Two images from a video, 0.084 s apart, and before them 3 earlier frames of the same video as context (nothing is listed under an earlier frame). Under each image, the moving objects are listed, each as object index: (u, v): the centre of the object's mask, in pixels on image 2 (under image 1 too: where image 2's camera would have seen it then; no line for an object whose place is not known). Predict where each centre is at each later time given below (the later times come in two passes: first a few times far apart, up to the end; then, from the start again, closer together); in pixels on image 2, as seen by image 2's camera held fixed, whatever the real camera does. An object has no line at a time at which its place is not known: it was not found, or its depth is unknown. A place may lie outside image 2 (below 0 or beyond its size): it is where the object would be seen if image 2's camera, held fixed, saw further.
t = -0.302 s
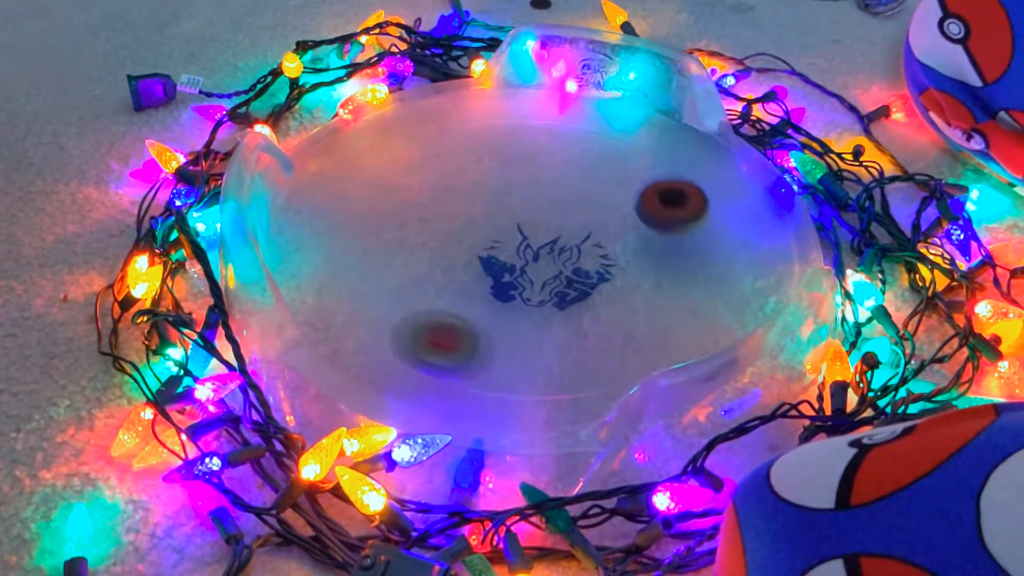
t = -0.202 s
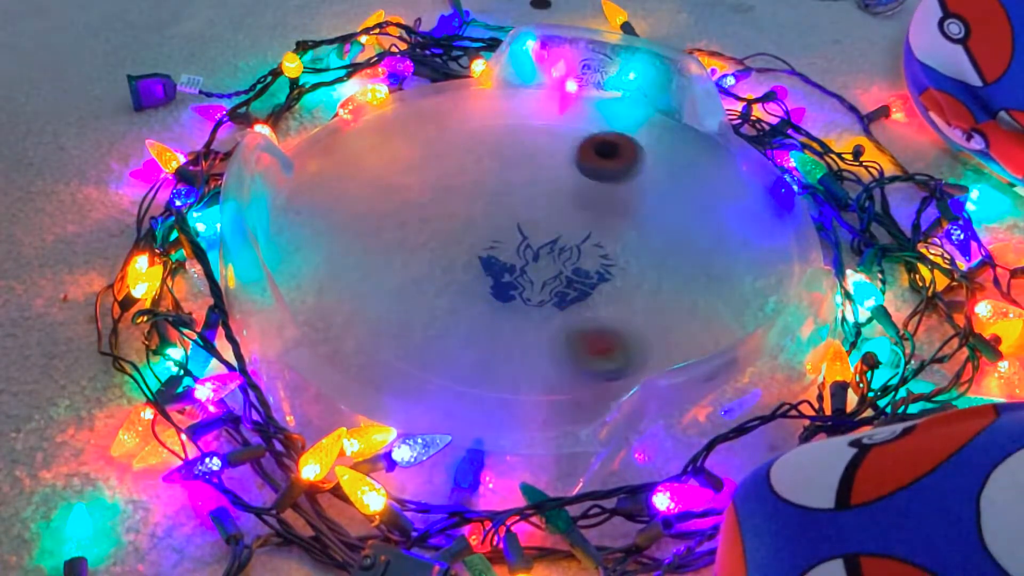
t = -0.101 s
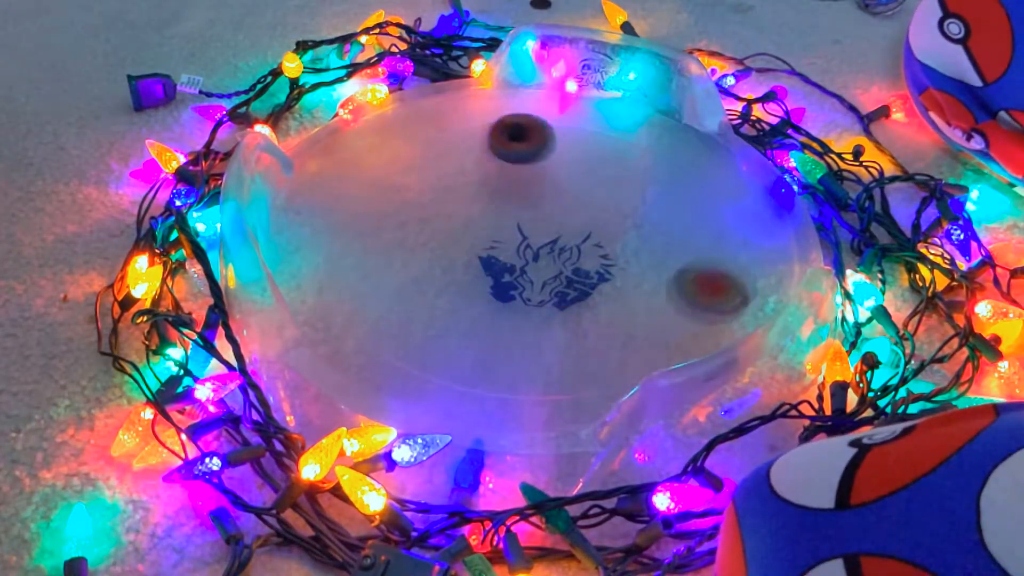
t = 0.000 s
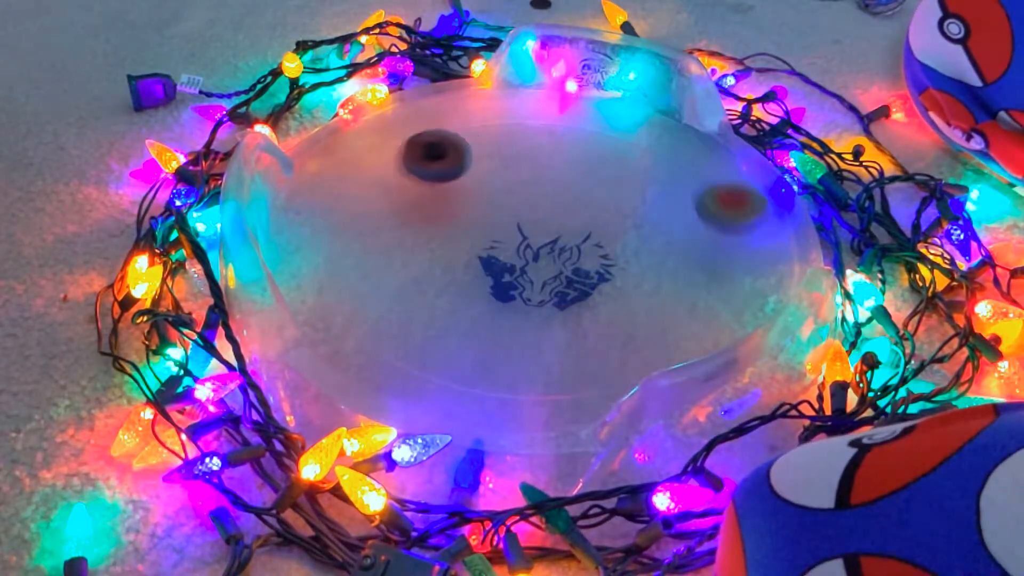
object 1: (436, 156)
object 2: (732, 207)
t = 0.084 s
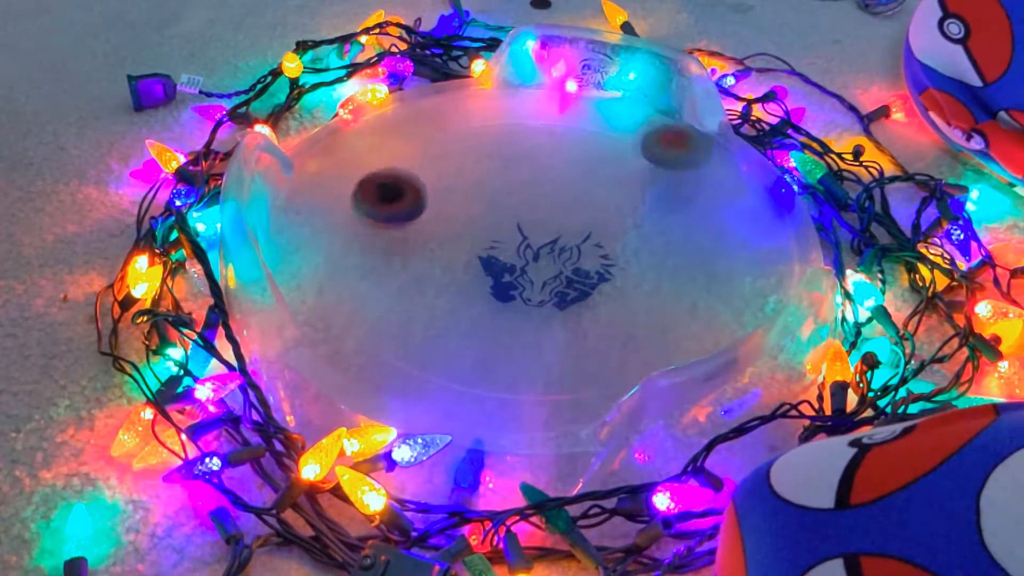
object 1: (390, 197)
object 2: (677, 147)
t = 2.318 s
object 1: (651, 258)
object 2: (378, 177)
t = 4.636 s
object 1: (478, 222)
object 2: (491, 361)
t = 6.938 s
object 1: (502, 254)
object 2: (706, 278)
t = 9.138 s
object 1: (519, 259)
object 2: (706, 249)
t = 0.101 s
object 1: (385, 207)
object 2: (662, 138)
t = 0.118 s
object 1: (381, 219)
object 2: (644, 129)
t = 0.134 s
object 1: (380, 229)
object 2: (623, 122)
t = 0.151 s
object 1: (381, 241)
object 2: (603, 116)
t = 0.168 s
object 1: (384, 252)
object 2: (582, 112)
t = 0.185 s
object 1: (389, 264)
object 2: (560, 108)
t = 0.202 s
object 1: (397, 275)
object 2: (537, 106)
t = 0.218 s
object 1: (406, 285)
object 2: (516, 106)
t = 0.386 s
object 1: (569, 323)
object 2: (351, 172)
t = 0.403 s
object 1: (585, 320)
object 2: (345, 184)
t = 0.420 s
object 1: (600, 314)
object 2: (340, 197)
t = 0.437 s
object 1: (614, 308)
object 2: (336, 210)
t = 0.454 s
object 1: (627, 301)
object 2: (336, 223)
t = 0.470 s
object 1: (637, 292)
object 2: (337, 237)
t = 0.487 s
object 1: (646, 283)
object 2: (341, 251)
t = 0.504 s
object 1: (654, 274)
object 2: (349, 265)
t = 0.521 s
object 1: (659, 264)
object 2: (358, 279)
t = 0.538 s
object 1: (662, 253)
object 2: (371, 292)
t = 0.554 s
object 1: (664, 243)
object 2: (386, 304)
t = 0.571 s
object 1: (665, 234)
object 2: (404, 315)
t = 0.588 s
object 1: (663, 223)
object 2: (423, 325)
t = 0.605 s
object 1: (659, 214)
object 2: (445, 334)
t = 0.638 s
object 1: (647, 194)
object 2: (494, 346)
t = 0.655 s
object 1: (639, 186)
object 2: (520, 351)
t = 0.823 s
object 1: (515, 144)
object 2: (728, 282)
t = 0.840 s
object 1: (502, 145)
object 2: (738, 268)
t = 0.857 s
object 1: (489, 147)
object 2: (739, 254)
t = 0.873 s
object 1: (476, 150)
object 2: (738, 240)
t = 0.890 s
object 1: (464, 154)
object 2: (738, 225)
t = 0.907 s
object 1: (453, 159)
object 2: (733, 211)
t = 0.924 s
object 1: (443, 165)
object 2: (726, 196)
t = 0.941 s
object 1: (434, 171)
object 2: (718, 185)
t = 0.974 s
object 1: (419, 186)
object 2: (695, 161)
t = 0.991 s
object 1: (412, 195)
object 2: (680, 151)
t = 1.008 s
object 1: (408, 205)
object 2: (665, 141)
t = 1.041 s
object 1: (404, 224)
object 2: (634, 126)
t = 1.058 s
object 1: (404, 233)
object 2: (616, 120)
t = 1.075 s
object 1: (406, 244)
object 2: (598, 115)
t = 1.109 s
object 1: (416, 263)
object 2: (560, 109)
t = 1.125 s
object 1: (423, 272)
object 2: (542, 107)
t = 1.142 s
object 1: (433, 281)
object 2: (524, 106)
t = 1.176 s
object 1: (456, 296)
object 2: (488, 109)
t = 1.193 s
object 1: (471, 303)
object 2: (471, 111)
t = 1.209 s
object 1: (485, 307)
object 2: (454, 115)
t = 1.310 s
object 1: (581, 309)
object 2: (381, 153)
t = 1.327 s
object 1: (596, 305)
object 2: (372, 164)
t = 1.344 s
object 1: (610, 300)
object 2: (366, 176)
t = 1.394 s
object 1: (642, 279)
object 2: (354, 217)
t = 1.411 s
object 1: (649, 270)
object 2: (354, 231)
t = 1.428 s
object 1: (654, 261)
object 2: (357, 245)
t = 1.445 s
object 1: (658, 251)
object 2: (362, 260)
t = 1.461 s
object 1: (660, 242)
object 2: (370, 274)
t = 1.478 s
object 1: (661, 232)
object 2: (380, 287)
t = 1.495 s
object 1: (659, 222)
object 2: (394, 300)
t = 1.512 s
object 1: (656, 214)
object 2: (410, 312)
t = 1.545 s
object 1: (646, 196)
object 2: (448, 332)
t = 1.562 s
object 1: (639, 189)
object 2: (469, 340)
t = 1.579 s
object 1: (630, 182)
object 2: (494, 347)
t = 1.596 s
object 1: (621, 175)
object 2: (518, 351)
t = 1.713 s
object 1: (537, 153)
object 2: (682, 330)
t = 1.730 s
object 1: (524, 153)
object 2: (701, 321)
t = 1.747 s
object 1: (511, 155)
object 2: (712, 307)
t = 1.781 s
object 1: (488, 160)
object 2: (730, 280)
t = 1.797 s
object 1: (476, 164)
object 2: (738, 266)
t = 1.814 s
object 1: (466, 169)
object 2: (739, 251)
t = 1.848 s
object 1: (449, 182)
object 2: (736, 224)
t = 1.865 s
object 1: (442, 189)
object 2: (731, 211)
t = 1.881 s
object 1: (436, 197)
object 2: (726, 199)
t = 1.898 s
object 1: (432, 205)
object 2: (720, 187)
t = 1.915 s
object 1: (428, 213)
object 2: (709, 177)
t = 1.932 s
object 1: (426, 223)
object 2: (699, 168)
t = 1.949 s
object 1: (426, 232)
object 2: (688, 159)
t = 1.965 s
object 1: (427, 242)
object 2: (678, 151)
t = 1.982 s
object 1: (429, 250)
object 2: (667, 144)
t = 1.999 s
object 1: (434, 260)
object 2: (655, 137)
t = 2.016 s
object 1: (441, 269)
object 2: (642, 131)
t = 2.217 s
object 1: (601, 299)
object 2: (455, 122)
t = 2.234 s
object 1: (613, 294)
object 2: (440, 128)
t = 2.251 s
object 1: (624, 288)
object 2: (426, 135)
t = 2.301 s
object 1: (647, 266)
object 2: (388, 164)
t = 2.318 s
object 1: (651, 258)
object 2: (378, 177)
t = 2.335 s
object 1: (654, 249)
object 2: (370, 190)
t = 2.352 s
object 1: (655, 241)
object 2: (364, 204)
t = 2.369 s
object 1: (654, 233)
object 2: (360, 217)
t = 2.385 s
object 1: (652, 224)
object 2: (359, 233)
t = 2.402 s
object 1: (649, 216)
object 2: (360, 247)
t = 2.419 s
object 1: (644, 209)
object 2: (364, 262)
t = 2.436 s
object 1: (638, 202)
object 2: (371, 276)
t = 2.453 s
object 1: (631, 196)
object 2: (380, 289)
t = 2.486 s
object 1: (613, 185)
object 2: (405, 313)
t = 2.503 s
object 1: (604, 181)
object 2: (421, 324)
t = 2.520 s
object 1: (593, 177)
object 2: (439, 335)
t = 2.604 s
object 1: (535, 170)
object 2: (551, 362)
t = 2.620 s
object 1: (523, 171)
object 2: (574, 362)
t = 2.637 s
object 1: (512, 173)
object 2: (599, 361)
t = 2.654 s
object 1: (502, 177)
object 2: (620, 357)
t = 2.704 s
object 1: (473, 190)
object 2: (680, 333)
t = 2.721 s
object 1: (465, 196)
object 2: (697, 322)
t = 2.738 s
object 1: (458, 203)
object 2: (711, 310)
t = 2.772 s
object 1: (447, 218)
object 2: (729, 283)
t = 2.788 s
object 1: (444, 226)
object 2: (736, 270)
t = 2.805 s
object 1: (443, 234)
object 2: (737, 256)
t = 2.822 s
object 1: (442, 243)
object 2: (738, 243)
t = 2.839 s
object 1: (443, 252)
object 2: (737, 231)
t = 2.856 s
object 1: (447, 260)
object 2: (734, 218)
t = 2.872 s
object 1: (451, 269)
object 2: (730, 207)
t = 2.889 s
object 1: (457, 276)
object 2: (725, 196)
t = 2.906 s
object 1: (466, 284)
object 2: (719, 186)
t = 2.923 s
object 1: (475, 290)
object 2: (710, 177)
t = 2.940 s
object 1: (487, 295)
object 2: (700, 168)
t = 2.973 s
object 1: (511, 303)
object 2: (676, 151)
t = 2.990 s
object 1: (524, 306)
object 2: (662, 143)
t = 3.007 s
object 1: (537, 306)
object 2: (649, 136)
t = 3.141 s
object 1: (622, 279)
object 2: (515, 116)
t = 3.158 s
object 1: (628, 273)
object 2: (498, 118)
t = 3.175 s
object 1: (632, 265)
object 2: (481, 121)
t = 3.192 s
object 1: (635, 258)
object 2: (465, 125)
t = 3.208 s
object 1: (637, 251)
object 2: (449, 130)
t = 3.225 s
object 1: (637, 243)
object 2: (434, 135)
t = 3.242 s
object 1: (636, 236)
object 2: (419, 143)
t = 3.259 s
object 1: (633, 229)
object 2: (406, 151)
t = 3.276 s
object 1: (629, 222)
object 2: (394, 160)
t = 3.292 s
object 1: (624, 216)
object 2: (383, 170)
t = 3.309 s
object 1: (617, 209)
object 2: (373, 180)
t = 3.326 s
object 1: (609, 204)
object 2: (365, 191)
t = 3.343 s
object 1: (601, 199)
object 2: (358, 203)
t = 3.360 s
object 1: (592, 195)
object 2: (353, 215)
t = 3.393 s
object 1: (572, 189)
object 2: (349, 241)
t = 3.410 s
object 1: (562, 187)
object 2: (350, 254)
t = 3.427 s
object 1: (552, 186)
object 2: (353, 267)
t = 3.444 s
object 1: (541, 186)
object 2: (359, 280)
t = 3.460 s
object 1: (531, 186)
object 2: (367, 292)
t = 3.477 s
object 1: (521, 187)
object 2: (377, 306)
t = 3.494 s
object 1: (512, 189)
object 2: (390, 316)
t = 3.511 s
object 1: (502, 191)
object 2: (405, 328)
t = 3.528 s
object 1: (493, 194)
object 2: (422, 338)
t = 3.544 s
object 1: (484, 197)
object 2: (440, 345)
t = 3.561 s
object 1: (477, 202)
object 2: (460, 353)
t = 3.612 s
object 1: (458, 217)
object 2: (527, 366)
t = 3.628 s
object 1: (454, 223)
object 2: (551, 367)
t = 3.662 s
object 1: (449, 237)
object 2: (597, 365)
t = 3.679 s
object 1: (448, 244)
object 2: (618, 358)
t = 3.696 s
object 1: (449, 251)
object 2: (639, 350)
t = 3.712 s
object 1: (451, 258)
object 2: (659, 342)
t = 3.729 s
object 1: (454, 265)
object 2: (678, 334)
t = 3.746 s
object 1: (459, 272)
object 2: (695, 324)
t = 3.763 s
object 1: (465, 278)
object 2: (709, 312)
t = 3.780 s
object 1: (473, 284)
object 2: (720, 300)
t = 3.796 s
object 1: (481, 289)
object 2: (728, 287)
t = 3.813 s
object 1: (490, 293)
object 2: (734, 274)
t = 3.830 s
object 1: (499, 295)
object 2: (738, 261)
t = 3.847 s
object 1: (509, 298)
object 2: (739, 248)
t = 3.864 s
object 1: (519, 299)
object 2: (739, 235)
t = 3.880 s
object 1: (528, 299)
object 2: (736, 222)
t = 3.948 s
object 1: (563, 294)
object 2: (707, 178)
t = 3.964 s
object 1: (571, 292)
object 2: (696, 169)
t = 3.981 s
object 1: (577, 288)
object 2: (683, 160)
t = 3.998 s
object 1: (583, 286)
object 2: (670, 151)
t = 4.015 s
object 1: (587, 283)
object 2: (655, 144)
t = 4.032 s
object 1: (590, 279)
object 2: (641, 137)
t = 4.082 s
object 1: (599, 268)
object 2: (592, 122)
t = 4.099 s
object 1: (601, 263)
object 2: (576, 119)
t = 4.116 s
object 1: (601, 259)
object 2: (558, 116)
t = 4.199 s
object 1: (598, 239)
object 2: (472, 117)
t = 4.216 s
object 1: (596, 234)
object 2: (455, 120)
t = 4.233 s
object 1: (593, 231)
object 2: (439, 124)
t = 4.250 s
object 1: (590, 227)
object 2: (424, 129)
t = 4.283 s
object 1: (583, 220)
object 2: (396, 142)
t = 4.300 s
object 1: (578, 218)
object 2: (383, 150)
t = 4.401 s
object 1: (548, 206)
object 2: (332, 214)
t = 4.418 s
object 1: (542, 205)
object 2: (329, 225)
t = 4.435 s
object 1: (537, 205)
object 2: (329, 239)
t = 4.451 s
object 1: (531, 204)
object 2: (330, 252)
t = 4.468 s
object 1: (525, 204)
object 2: (335, 269)
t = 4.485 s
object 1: (519, 205)
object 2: (343, 282)
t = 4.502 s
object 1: (513, 205)
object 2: (352, 295)
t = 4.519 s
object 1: (508, 206)
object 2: (364, 306)
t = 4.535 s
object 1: (502, 207)
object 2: (378, 317)
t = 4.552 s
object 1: (497, 209)
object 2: (394, 327)
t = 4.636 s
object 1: (478, 222)
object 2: (491, 361)
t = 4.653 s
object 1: (476, 225)
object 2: (514, 363)
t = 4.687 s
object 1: (474, 232)
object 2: (559, 363)
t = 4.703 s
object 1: (473, 235)
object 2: (581, 360)
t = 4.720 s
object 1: (473, 238)
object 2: (602, 356)
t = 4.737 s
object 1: (474, 241)
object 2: (621, 350)
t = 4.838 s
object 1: (482, 258)
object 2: (708, 293)
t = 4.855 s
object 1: (485, 261)
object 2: (716, 281)
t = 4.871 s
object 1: (489, 263)
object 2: (721, 268)
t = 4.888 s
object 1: (492, 265)
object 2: (724, 256)
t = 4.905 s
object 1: (496, 267)
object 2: (725, 243)
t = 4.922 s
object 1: (500, 269)
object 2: (723, 231)
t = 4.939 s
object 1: (504, 270)
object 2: (721, 218)
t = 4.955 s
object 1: (509, 270)
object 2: (716, 207)
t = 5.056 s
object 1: (540, 272)
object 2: (655, 147)
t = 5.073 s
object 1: (544, 272)
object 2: (642, 139)
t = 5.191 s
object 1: (572, 257)
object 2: (533, 107)
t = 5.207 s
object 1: (575, 254)
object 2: (516, 105)
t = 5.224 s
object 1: (576, 250)
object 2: (500, 106)
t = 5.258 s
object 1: (578, 244)
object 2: (465, 110)
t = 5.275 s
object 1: (579, 241)
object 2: (449, 114)
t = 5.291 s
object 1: (579, 240)
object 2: (434, 119)
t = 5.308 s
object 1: (578, 238)
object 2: (420, 122)
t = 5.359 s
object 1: (574, 225)
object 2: (380, 143)
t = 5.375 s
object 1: (572, 222)
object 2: (369, 152)
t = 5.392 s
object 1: (570, 220)
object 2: (360, 161)
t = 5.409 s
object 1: (568, 218)
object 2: (352, 171)
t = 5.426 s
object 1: (566, 216)
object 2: (345, 181)
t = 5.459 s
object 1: (559, 211)
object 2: (336, 202)
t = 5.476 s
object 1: (556, 210)
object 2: (334, 214)
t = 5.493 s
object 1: (553, 208)
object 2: (332, 226)
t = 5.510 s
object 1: (549, 206)
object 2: (334, 237)
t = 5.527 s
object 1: (544, 205)
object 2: (337, 250)
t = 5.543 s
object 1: (540, 204)
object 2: (342, 262)
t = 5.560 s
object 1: (536, 204)
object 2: (349, 274)
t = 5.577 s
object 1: (533, 204)
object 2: (359, 285)
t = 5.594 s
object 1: (529, 203)
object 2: (371, 295)
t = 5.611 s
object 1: (525, 204)
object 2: (385, 306)
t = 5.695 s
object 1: (505, 208)
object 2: (479, 343)
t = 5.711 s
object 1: (502, 209)
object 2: (501, 346)
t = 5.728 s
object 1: (499, 211)
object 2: (523, 348)
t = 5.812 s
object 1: (488, 223)
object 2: (628, 332)
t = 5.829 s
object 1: (488, 226)
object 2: (645, 325)
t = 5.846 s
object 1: (488, 229)
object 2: (661, 316)
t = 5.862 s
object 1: (487, 232)
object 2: (675, 306)
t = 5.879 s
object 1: (488, 234)
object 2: (688, 295)
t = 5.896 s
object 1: (489, 238)
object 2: (698, 284)
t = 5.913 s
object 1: (490, 240)
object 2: (706, 272)
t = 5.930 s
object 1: (492, 243)
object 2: (711, 260)
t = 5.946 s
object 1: (494, 246)
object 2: (715, 248)
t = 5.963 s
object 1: (496, 248)
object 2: (716, 236)
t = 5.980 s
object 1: (499, 251)
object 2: (716, 223)
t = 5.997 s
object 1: (502, 253)
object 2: (714, 211)
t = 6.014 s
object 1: (506, 256)
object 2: (710, 200)
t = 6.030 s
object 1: (510, 257)
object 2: (705, 188)
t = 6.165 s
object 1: (546, 263)
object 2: (621, 121)
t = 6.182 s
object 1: (550, 262)
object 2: (605, 116)
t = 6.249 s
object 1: (567, 257)
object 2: (538, 106)
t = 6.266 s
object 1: (570, 256)
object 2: (522, 106)
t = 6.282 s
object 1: (573, 253)
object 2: (506, 106)
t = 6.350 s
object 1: (580, 242)
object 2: (443, 117)
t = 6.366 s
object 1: (581, 240)
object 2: (430, 122)
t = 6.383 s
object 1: (580, 238)
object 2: (418, 126)
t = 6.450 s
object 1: (575, 225)
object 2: (378, 154)
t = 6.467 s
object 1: (573, 222)
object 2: (370, 163)
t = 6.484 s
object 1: (571, 219)
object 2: (363, 173)
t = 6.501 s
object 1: (568, 217)
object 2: (358, 185)
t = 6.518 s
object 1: (565, 215)
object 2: (354, 196)
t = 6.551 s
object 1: (558, 212)
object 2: (351, 222)
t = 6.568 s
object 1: (553, 210)
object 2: (353, 235)
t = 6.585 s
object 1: (548, 209)
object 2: (357, 250)
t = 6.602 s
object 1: (543, 209)
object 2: (364, 263)
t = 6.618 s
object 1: (538, 208)
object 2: (373, 276)
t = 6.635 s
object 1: (533, 208)
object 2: (384, 287)
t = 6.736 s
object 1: (506, 216)
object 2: (495, 338)
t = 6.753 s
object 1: (503, 218)
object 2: (515, 341)
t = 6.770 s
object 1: (500, 221)
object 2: (537, 343)
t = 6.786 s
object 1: (497, 224)
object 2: (559, 344)
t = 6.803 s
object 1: (496, 227)
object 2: (579, 341)
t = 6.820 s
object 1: (494, 231)
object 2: (600, 337)
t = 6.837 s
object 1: (494, 234)
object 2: (621, 332)
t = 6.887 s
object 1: (496, 245)
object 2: (671, 309)
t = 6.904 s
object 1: (498, 248)
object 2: (685, 300)
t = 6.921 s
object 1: (499, 251)
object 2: (696, 289)
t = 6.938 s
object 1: (502, 254)
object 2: (706, 278)
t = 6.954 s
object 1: (505, 257)
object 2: (713, 267)
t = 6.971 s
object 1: (508, 260)
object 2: (718, 256)
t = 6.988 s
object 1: (512, 263)
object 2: (722, 245)
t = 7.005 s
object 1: (516, 265)
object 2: (724, 233)
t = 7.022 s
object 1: (520, 269)
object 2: (724, 221)
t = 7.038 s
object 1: (526, 268)
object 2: (723, 211)
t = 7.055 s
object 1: (531, 270)
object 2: (721, 201)
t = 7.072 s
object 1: (536, 271)
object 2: (716, 193)
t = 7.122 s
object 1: (551, 270)
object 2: (698, 168)
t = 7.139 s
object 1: (555, 270)
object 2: (691, 161)
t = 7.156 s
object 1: (560, 269)
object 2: (680, 153)
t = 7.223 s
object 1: (573, 263)
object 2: (633, 127)
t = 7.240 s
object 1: (575, 262)
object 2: (619, 122)
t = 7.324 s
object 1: (584, 251)
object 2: (546, 109)
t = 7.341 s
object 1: (585, 247)
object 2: (532, 109)
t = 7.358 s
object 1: (585, 246)
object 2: (518, 109)
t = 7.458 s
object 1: (577, 231)
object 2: (438, 131)
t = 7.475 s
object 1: (575, 227)
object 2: (426, 136)
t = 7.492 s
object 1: (572, 225)
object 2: (416, 144)
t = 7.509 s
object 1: (569, 223)
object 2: (406, 152)
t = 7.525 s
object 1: (565, 221)
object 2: (396, 161)
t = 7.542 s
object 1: (561, 220)
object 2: (388, 171)
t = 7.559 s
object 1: (557, 219)
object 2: (382, 181)
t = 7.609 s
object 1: (544, 215)
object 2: (370, 216)
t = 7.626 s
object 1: (540, 215)
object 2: (369, 229)
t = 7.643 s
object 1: (535, 214)
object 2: (370, 241)
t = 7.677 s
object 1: (527, 215)
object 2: (379, 266)
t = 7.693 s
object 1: (522, 216)
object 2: (386, 279)
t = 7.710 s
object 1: (517, 216)
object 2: (396, 290)
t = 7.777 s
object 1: (502, 223)
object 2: (453, 326)
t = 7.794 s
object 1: (498, 225)
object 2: (471, 335)
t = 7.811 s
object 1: (496, 228)
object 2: (492, 338)
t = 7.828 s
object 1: (494, 231)
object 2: (512, 342)
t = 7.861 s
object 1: (492, 238)
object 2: (554, 345)
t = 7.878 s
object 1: (491, 240)
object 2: (574, 344)
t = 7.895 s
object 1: (491, 244)
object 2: (594, 343)
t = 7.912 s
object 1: (491, 246)
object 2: (614, 337)
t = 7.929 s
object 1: (491, 249)
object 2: (632, 332)
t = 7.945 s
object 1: (493, 251)
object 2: (649, 326)
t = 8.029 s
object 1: (504, 264)
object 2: (711, 283)
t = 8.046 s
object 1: (507, 267)
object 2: (718, 273)
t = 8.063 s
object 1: (511, 268)
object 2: (722, 263)
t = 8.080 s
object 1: (514, 269)
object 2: (726, 253)
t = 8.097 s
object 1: (517, 270)
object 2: (727, 242)
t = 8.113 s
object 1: (521, 271)
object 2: (727, 233)
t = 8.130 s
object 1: (525, 272)
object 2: (726, 223)
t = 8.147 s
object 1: (530, 271)
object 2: (724, 214)
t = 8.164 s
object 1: (534, 271)
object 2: (721, 206)
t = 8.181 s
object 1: (538, 270)
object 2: (716, 198)
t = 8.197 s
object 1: (541, 270)
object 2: (710, 191)
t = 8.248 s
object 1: (552, 267)
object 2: (687, 170)
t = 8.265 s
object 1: (555, 266)
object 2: (677, 163)
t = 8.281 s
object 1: (557, 265)
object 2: (666, 157)
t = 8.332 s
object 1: (564, 259)
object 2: (628, 141)
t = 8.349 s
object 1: (566, 256)
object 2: (614, 137)
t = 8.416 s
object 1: (569, 246)
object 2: (556, 128)
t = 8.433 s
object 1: (570, 242)
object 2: (540, 127)
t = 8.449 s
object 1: (568, 239)
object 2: (525, 128)
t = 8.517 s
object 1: (560, 230)
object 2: (464, 140)
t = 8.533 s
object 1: (558, 226)
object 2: (451, 145)
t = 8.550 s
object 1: (555, 225)
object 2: (438, 152)
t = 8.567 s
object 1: (553, 224)
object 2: (426, 160)
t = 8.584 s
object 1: (549, 221)
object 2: (415, 168)
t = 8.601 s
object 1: (545, 220)
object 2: (406, 178)
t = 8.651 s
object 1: (533, 217)
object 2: (384, 208)
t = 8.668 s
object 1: (528, 216)
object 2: (380, 218)
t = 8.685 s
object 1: (524, 216)
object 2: (377, 231)
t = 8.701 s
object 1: (519, 216)
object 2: (377, 242)
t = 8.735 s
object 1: (511, 217)
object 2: (383, 268)
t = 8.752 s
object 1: (507, 217)
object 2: (390, 279)
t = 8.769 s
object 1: (503, 219)
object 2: (399, 291)
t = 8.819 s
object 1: (495, 225)
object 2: (439, 320)
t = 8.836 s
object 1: (493, 227)
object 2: (458, 329)
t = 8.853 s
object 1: (492, 230)
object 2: (474, 335)
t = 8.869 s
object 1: (491, 232)
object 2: (496, 339)
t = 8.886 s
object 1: (491, 235)
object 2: (515, 344)
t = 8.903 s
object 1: (491, 238)
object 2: (536, 345)
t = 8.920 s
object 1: (491, 240)
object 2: (556, 345)
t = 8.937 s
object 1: (492, 242)
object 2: (574, 344)
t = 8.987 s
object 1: (496, 249)
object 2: (629, 331)
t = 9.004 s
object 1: (498, 251)
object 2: (644, 325)
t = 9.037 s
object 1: (503, 254)
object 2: (670, 308)
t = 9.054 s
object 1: (506, 255)
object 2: (681, 300)
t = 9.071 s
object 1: (509, 256)
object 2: (690, 290)
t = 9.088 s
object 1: (512, 257)
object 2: (696, 280)
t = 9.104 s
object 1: (514, 258)
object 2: (701, 270)
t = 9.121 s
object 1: (517, 258)
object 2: (705, 259)
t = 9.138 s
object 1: (519, 259)
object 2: (706, 249)
